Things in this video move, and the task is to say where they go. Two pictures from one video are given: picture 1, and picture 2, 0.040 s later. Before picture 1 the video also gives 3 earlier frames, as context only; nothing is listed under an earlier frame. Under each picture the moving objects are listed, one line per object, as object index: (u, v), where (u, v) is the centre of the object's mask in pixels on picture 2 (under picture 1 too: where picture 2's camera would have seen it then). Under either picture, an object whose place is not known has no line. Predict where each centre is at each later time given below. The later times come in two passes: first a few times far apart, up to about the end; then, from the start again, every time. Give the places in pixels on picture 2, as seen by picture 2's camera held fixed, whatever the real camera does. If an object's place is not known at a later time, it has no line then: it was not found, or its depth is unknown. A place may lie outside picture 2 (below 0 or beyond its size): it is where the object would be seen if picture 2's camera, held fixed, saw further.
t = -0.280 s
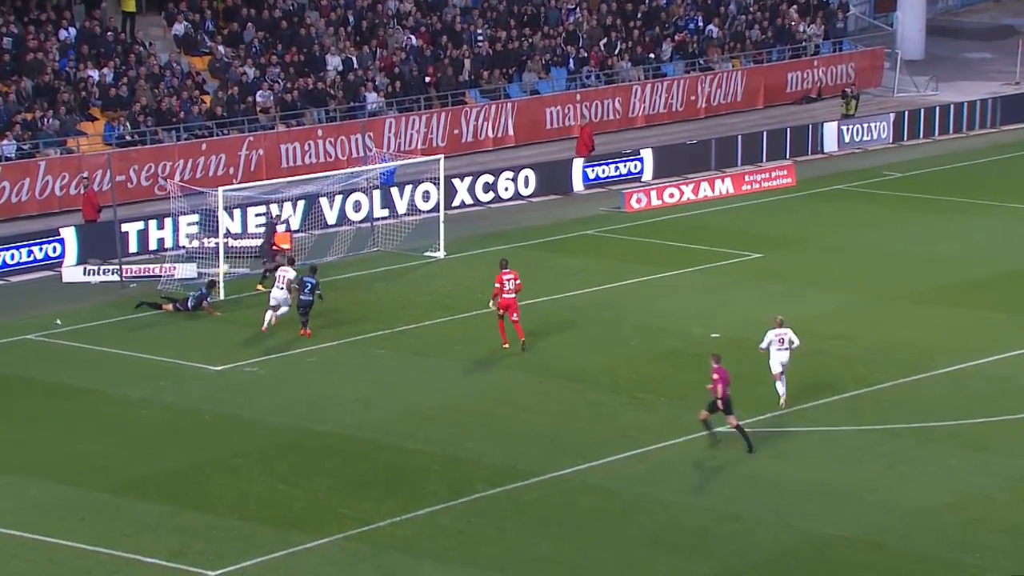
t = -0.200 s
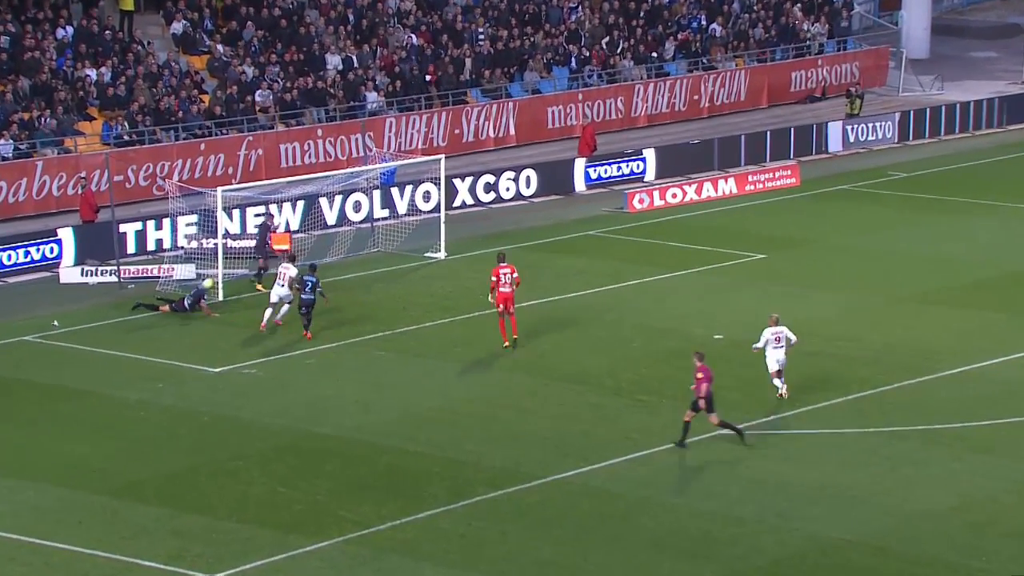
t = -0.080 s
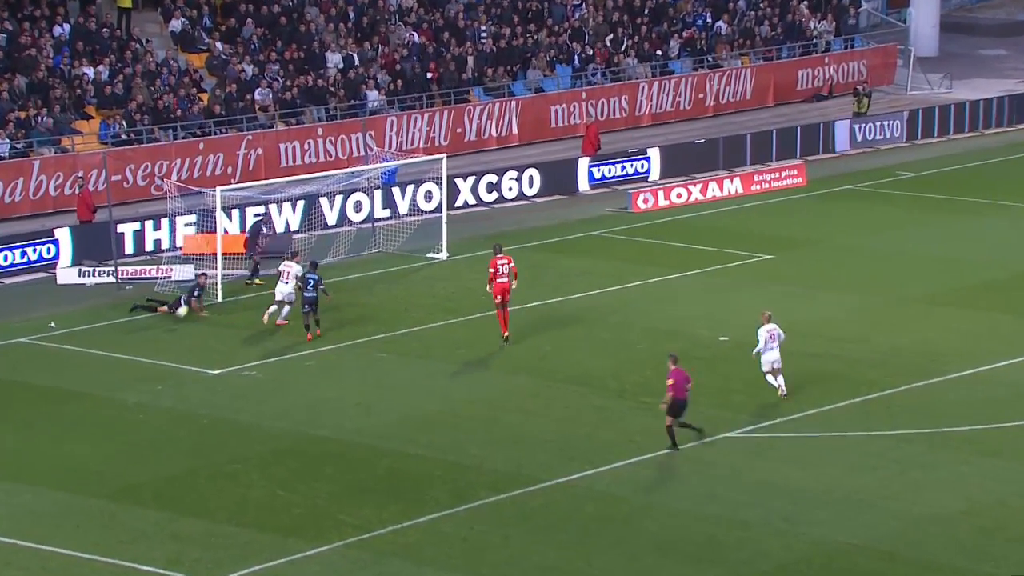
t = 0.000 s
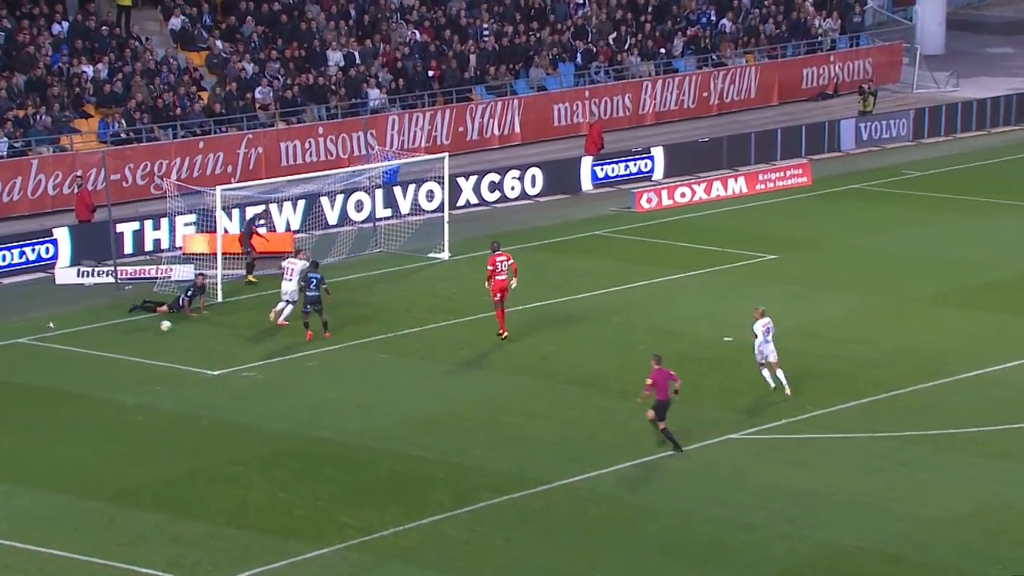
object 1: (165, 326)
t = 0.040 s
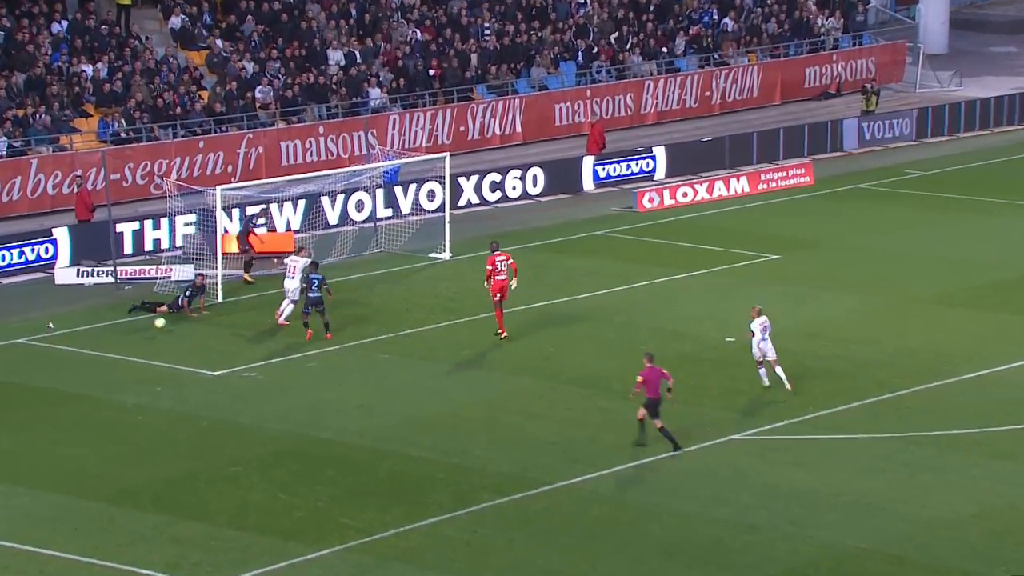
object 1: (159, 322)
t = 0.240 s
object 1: (129, 317)
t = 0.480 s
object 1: (94, 336)
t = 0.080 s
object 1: (153, 320)
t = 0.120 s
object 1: (147, 318)
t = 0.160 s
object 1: (141, 317)
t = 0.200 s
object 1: (135, 317)
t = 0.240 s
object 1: (129, 317)
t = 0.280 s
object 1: (124, 318)
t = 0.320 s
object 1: (117, 321)
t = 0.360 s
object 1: (111, 323)
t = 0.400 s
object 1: (105, 327)
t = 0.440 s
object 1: (100, 331)
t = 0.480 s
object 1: (94, 336)
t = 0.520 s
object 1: (88, 343)
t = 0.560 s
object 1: (82, 350)
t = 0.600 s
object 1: (77, 357)
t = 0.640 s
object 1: (72, 359)
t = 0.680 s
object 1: (67, 358)
